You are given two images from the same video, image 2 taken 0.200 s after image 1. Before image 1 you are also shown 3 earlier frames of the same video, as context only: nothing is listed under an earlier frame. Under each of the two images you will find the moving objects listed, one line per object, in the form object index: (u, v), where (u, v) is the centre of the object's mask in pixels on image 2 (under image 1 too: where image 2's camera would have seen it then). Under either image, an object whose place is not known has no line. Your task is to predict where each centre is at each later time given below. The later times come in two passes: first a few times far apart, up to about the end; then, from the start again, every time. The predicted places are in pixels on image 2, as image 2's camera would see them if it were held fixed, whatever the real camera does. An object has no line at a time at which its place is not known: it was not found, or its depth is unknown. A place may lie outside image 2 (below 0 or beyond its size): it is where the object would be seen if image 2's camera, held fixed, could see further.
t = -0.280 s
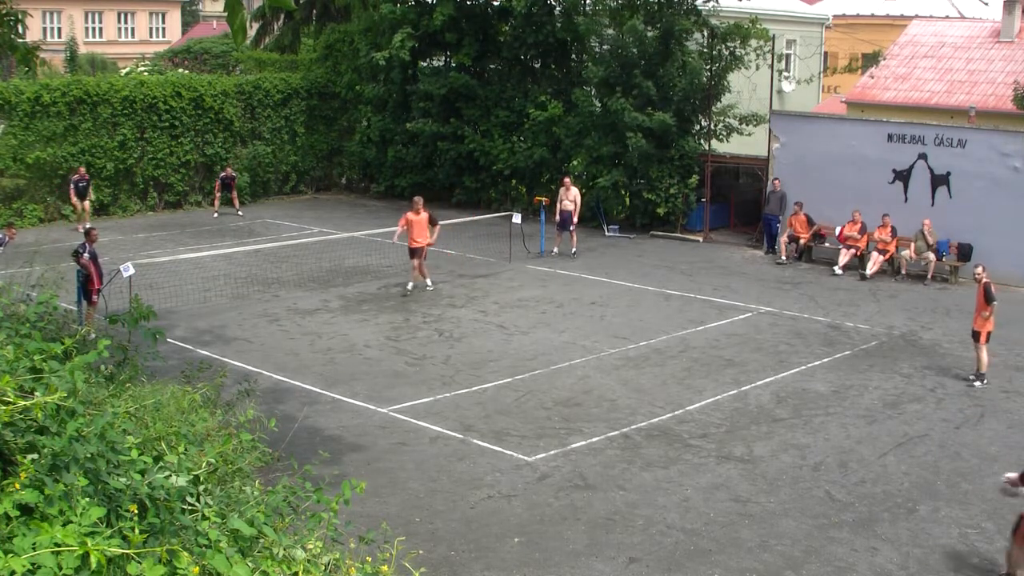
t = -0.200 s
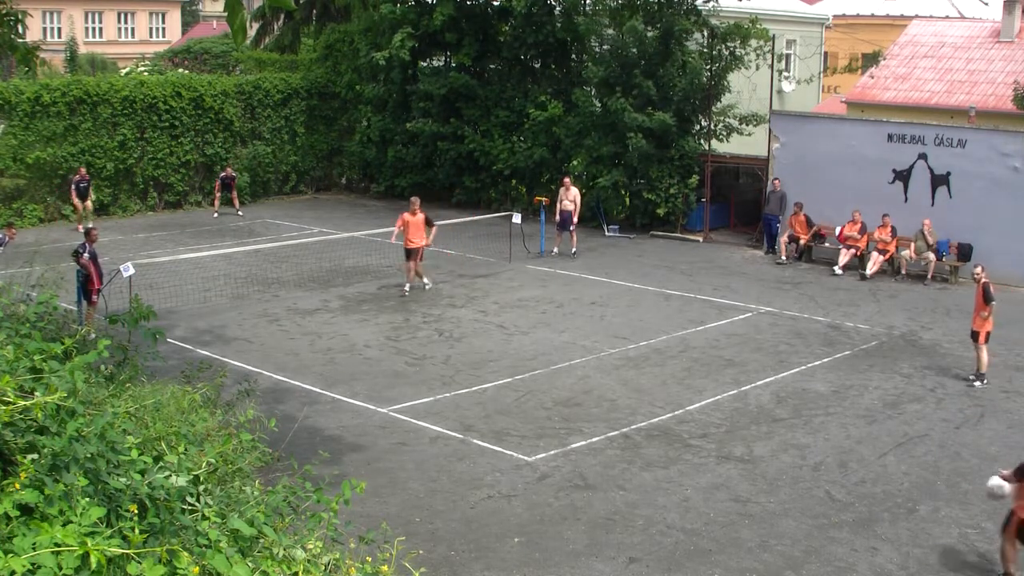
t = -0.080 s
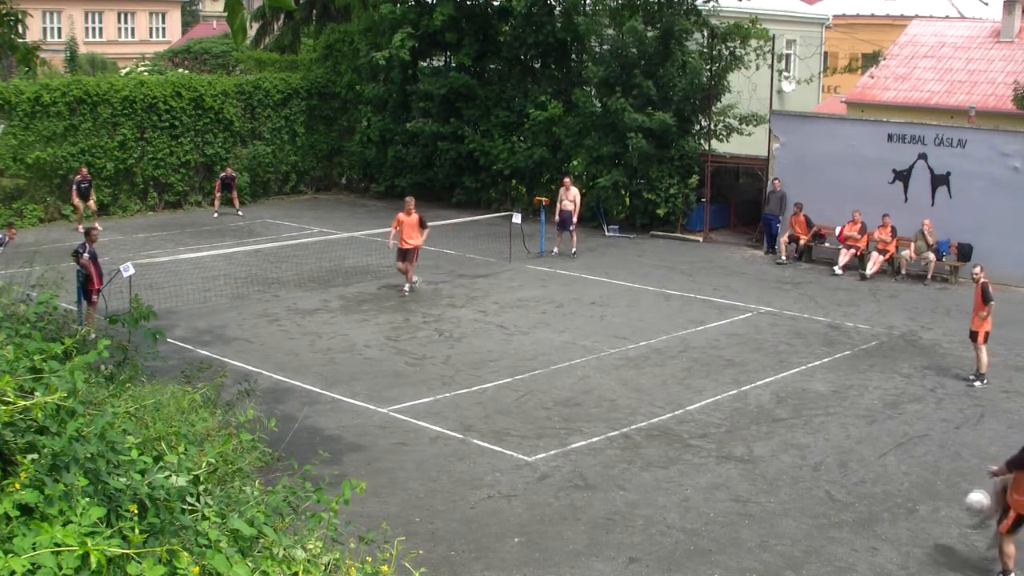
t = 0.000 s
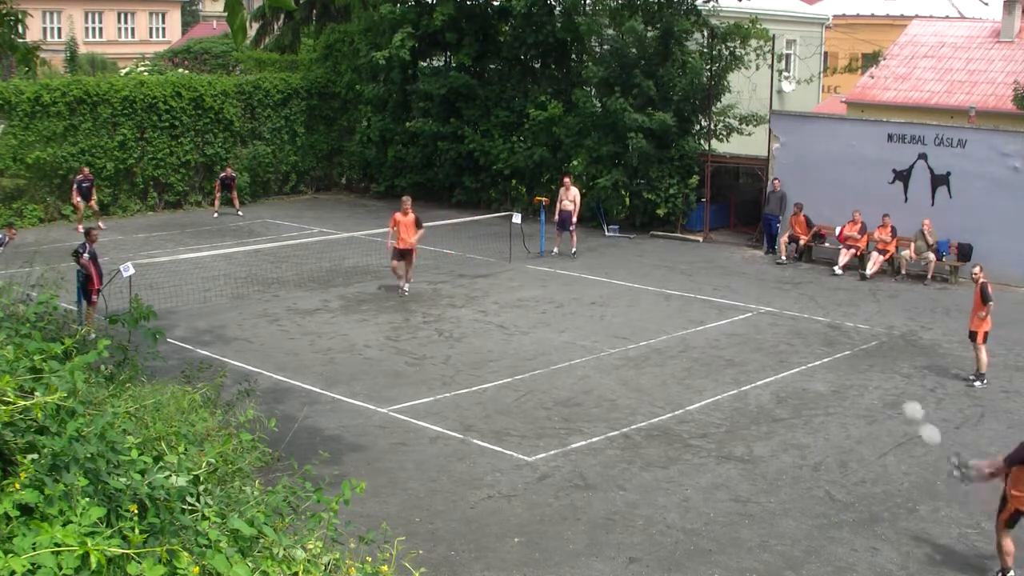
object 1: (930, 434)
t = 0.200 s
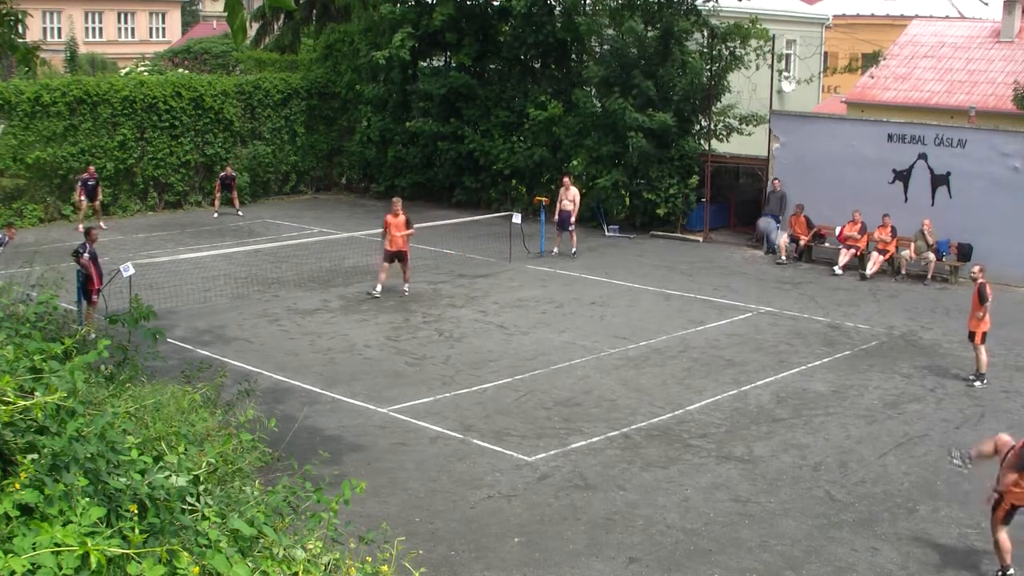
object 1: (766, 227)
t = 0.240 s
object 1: (747, 207)
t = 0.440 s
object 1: (640, 114)
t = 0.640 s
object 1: (558, 78)
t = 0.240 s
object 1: (747, 207)
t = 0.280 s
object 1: (724, 184)
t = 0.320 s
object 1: (702, 162)
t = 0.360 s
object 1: (679, 143)
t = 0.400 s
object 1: (659, 128)
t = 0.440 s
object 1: (640, 114)
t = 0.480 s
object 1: (621, 102)
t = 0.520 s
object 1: (605, 93)
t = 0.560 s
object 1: (589, 86)
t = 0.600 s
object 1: (572, 81)
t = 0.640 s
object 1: (558, 78)
